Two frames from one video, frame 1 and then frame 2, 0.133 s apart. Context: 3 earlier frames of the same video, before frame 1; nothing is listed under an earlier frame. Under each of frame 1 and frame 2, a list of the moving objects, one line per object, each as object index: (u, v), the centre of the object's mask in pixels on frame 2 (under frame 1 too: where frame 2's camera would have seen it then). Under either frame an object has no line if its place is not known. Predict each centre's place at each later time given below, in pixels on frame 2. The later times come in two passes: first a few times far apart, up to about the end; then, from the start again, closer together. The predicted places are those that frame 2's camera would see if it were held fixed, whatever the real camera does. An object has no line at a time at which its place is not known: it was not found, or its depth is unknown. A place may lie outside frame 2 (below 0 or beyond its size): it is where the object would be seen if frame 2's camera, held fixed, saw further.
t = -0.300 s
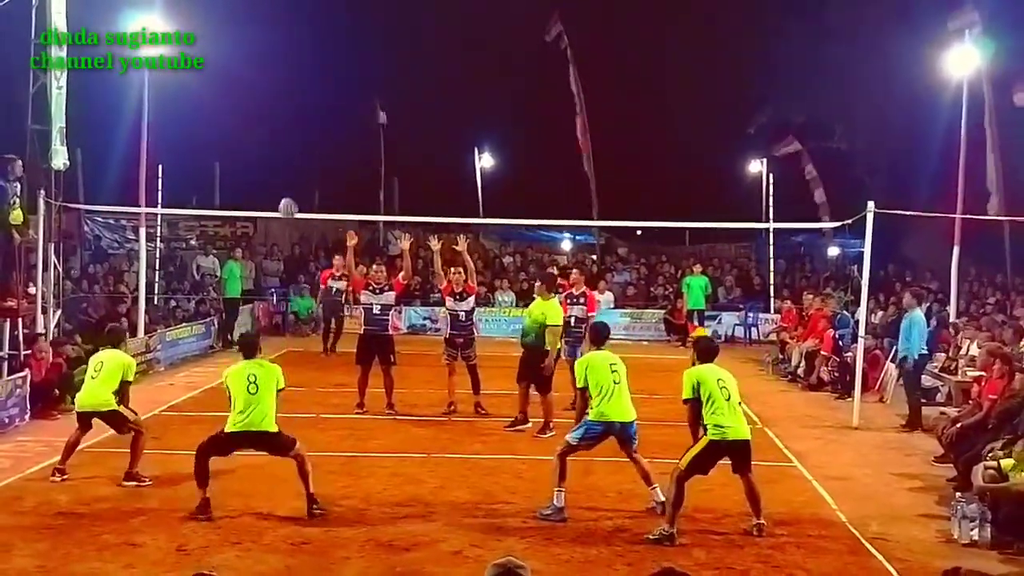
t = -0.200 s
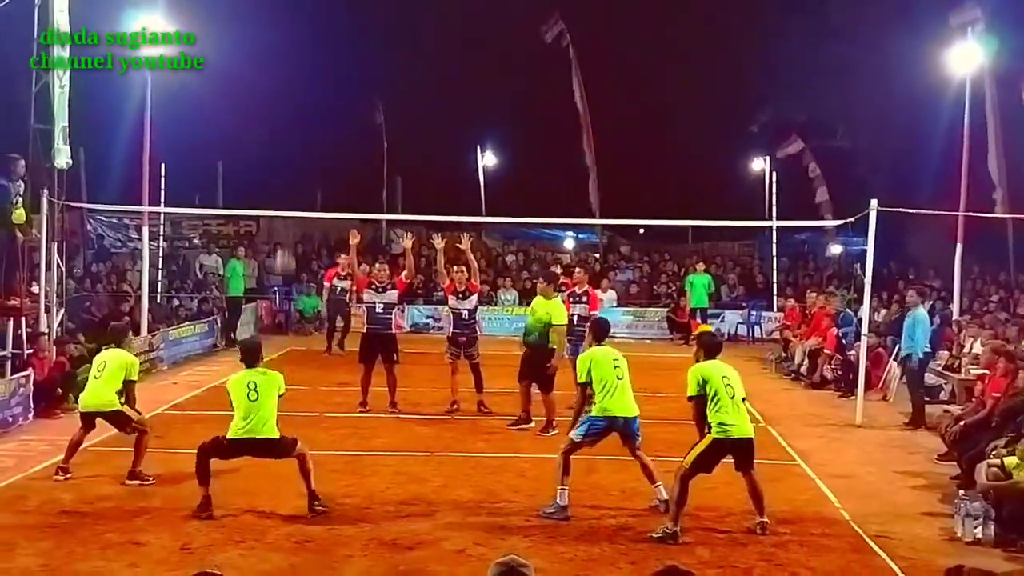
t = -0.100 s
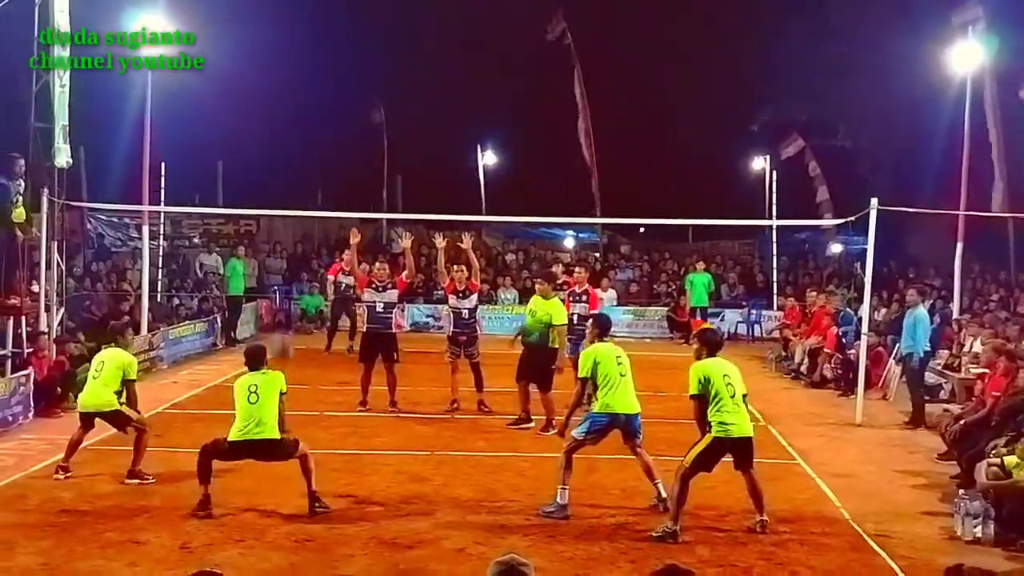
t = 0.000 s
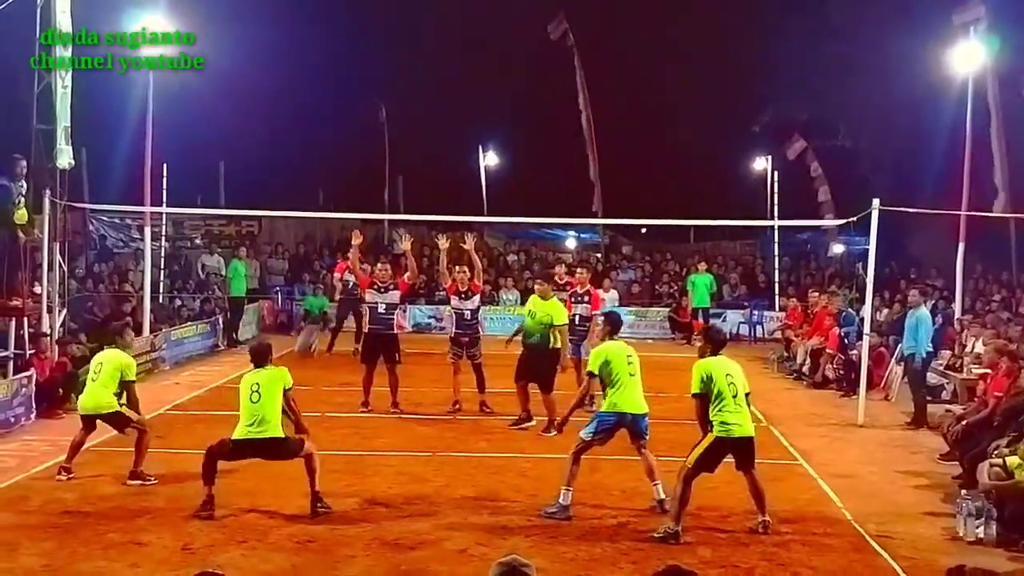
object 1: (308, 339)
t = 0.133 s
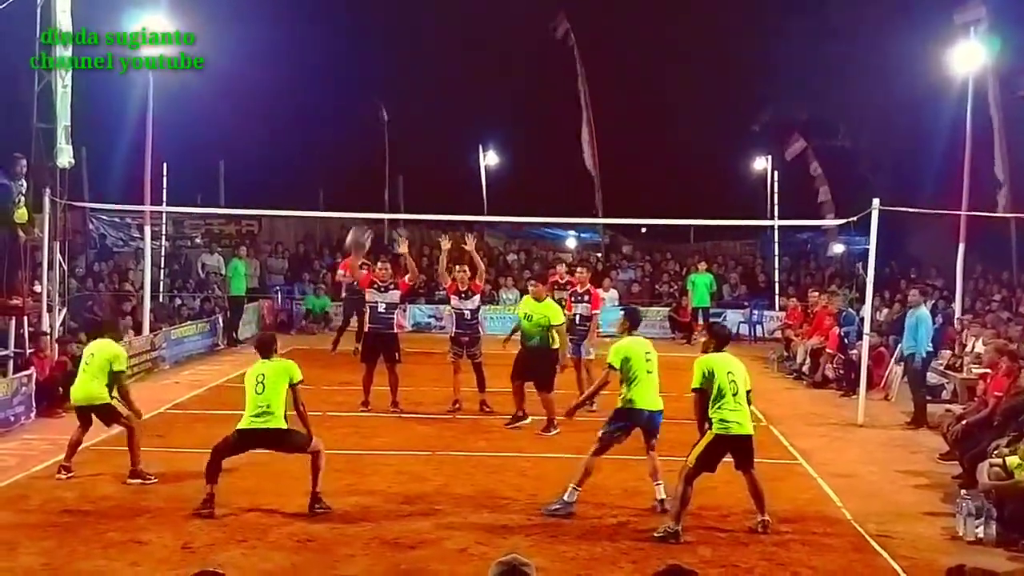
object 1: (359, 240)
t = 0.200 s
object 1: (382, 199)
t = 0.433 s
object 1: (456, 100)
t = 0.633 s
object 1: (514, 68)
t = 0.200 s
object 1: (382, 199)
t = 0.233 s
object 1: (392, 181)
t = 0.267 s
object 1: (404, 165)
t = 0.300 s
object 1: (414, 149)
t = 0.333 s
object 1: (426, 134)
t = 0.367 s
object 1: (435, 122)
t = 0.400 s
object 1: (445, 111)
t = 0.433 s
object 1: (456, 100)
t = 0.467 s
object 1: (466, 92)
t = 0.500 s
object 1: (476, 85)
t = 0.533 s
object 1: (485, 80)
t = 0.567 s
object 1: (494, 74)
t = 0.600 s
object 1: (504, 70)
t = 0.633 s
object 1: (514, 68)
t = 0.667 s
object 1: (523, 68)
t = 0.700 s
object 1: (531, 68)
